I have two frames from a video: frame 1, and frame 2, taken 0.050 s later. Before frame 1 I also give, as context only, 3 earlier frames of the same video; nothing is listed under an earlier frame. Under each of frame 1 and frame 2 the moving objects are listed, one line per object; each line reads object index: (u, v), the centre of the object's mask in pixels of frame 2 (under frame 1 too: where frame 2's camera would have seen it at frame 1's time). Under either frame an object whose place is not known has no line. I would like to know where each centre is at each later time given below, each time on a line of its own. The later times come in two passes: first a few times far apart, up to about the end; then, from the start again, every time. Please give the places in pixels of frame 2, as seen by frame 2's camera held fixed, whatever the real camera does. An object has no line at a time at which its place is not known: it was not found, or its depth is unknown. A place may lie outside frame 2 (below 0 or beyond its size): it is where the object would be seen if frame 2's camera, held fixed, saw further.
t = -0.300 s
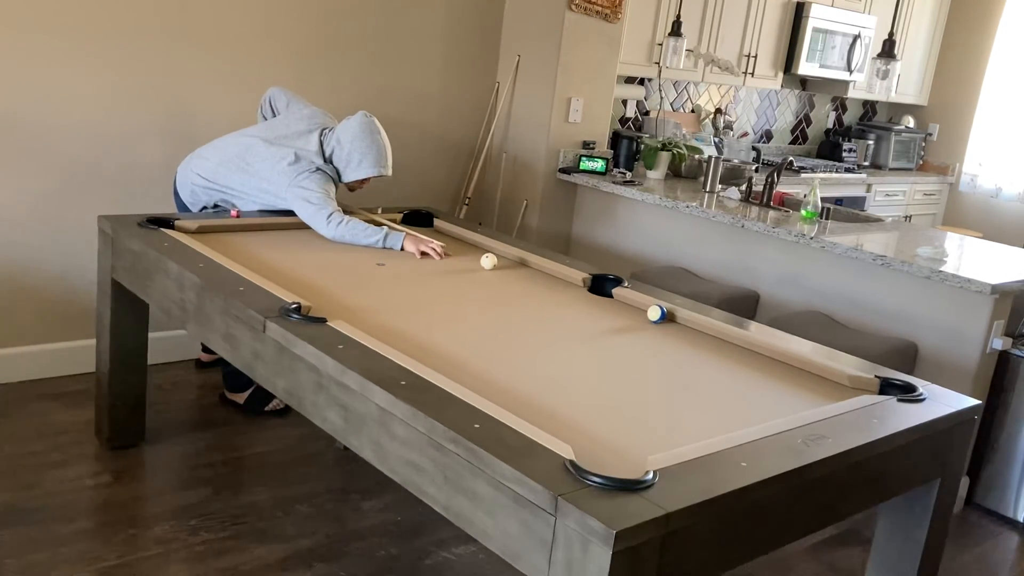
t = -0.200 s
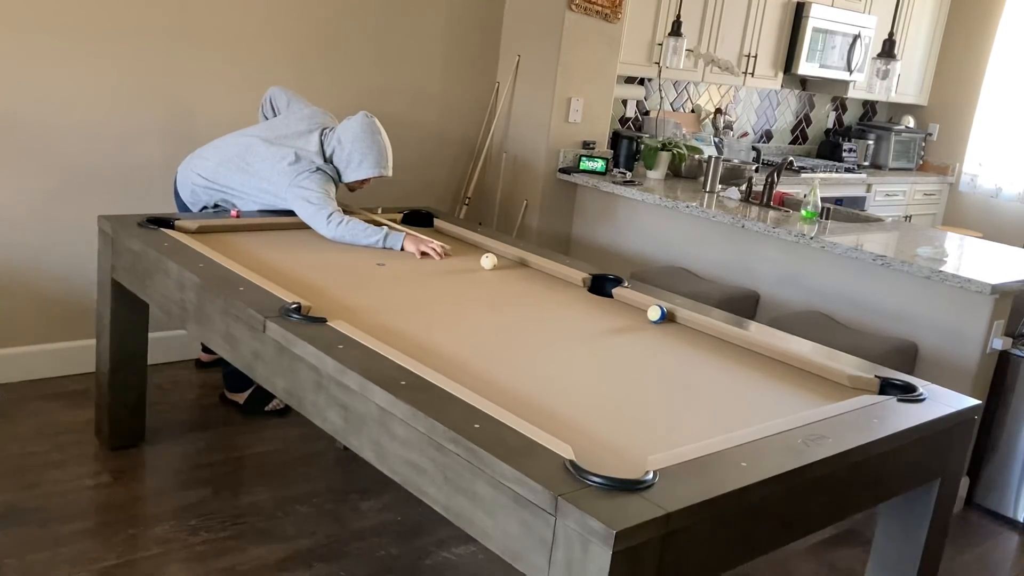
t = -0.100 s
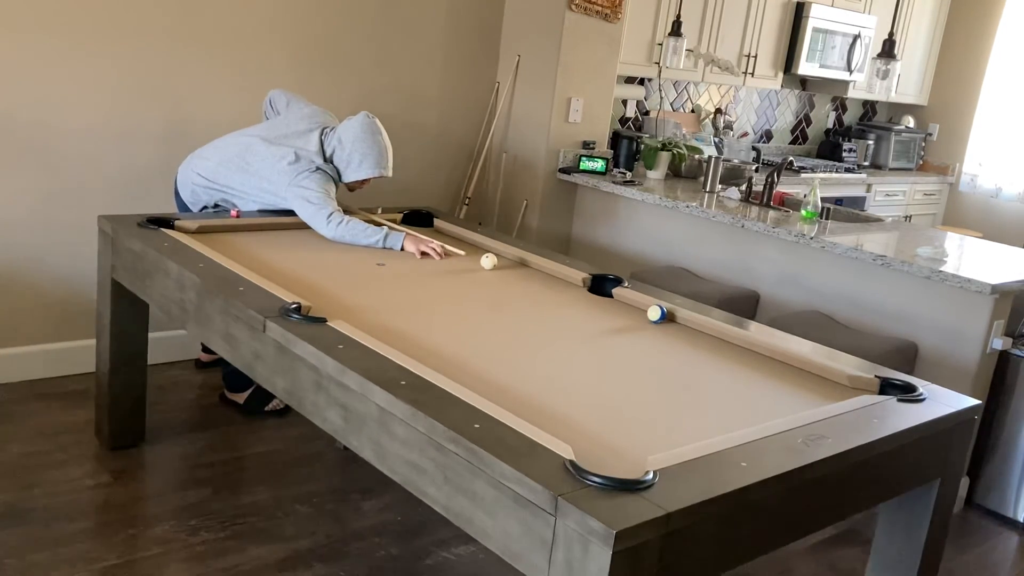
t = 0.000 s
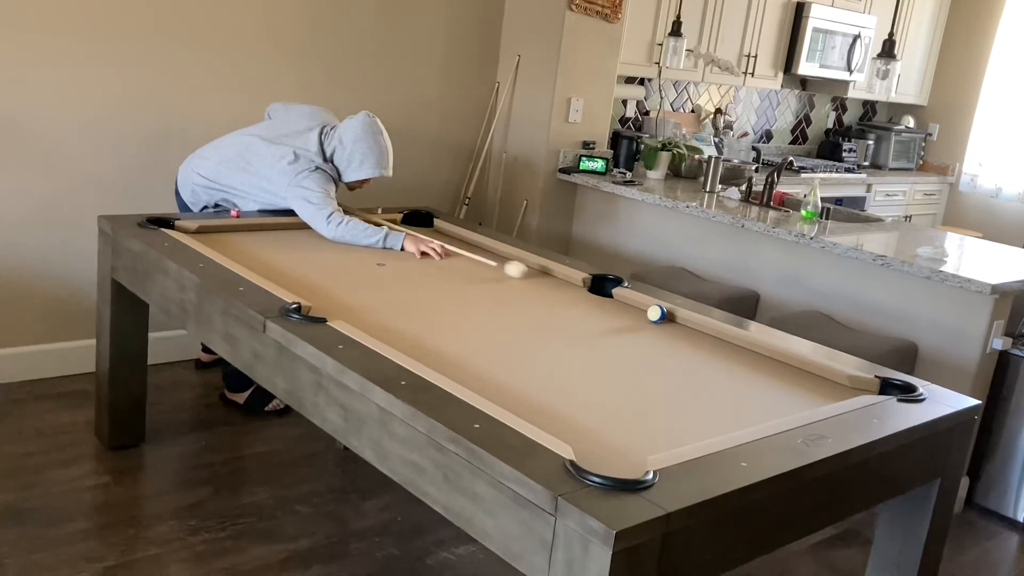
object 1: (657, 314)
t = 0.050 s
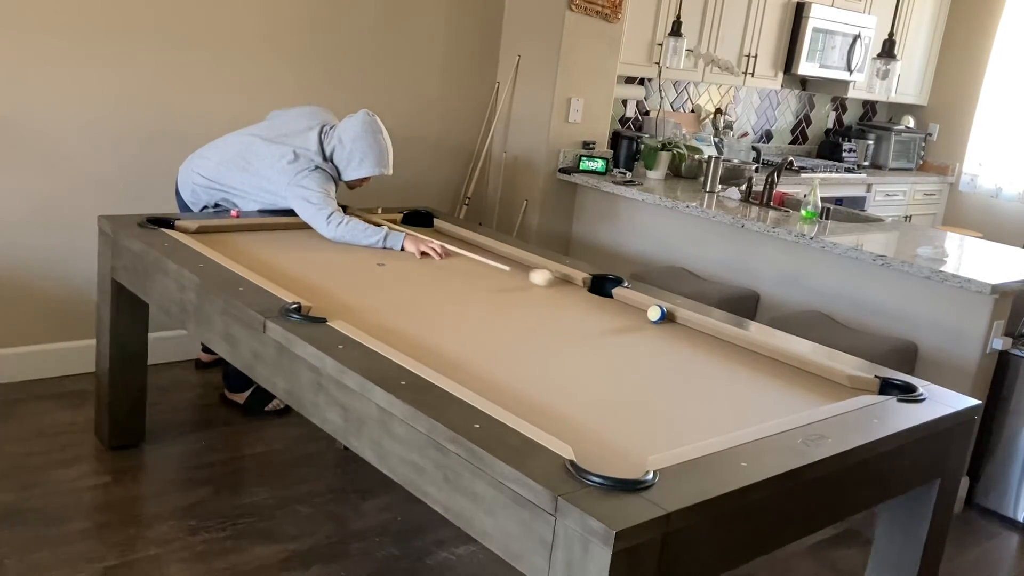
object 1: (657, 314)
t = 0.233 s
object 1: (657, 314)
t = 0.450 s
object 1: (714, 335)
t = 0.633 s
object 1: (764, 354)
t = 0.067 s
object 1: (657, 314)
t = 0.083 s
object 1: (657, 314)
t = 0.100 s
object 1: (657, 314)
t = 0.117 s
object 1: (657, 314)
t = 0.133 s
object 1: (657, 314)
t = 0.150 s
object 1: (657, 314)
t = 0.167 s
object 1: (657, 313)
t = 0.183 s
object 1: (657, 314)
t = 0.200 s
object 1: (657, 314)
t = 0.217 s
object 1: (657, 314)
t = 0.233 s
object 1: (657, 314)
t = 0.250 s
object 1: (657, 314)
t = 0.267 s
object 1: (657, 314)
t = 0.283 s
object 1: (661, 315)
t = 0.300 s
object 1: (666, 317)
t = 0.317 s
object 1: (672, 319)
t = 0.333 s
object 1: (678, 322)
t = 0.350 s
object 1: (684, 324)
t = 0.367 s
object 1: (689, 326)
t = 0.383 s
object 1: (694, 328)
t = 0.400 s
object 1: (700, 330)
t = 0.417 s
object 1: (704, 332)
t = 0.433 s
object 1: (709, 333)
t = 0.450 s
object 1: (714, 335)
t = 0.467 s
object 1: (718, 337)
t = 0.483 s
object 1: (723, 339)
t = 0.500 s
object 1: (727, 341)
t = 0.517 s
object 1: (732, 342)
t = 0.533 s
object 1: (736, 344)
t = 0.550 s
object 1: (741, 345)
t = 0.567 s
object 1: (745, 347)
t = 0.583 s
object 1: (750, 349)
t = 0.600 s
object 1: (754, 350)
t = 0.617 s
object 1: (759, 352)
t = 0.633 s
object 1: (764, 354)
